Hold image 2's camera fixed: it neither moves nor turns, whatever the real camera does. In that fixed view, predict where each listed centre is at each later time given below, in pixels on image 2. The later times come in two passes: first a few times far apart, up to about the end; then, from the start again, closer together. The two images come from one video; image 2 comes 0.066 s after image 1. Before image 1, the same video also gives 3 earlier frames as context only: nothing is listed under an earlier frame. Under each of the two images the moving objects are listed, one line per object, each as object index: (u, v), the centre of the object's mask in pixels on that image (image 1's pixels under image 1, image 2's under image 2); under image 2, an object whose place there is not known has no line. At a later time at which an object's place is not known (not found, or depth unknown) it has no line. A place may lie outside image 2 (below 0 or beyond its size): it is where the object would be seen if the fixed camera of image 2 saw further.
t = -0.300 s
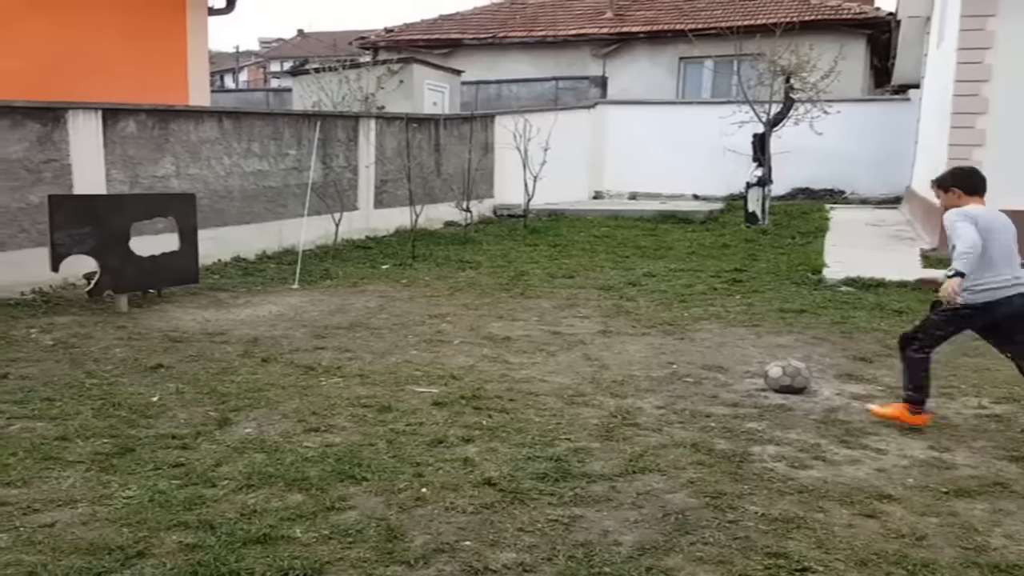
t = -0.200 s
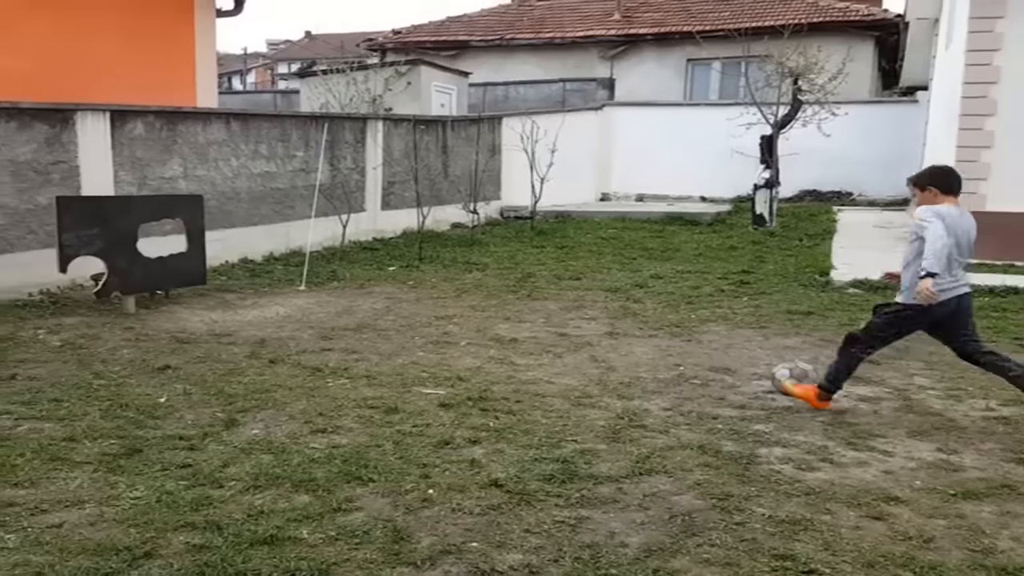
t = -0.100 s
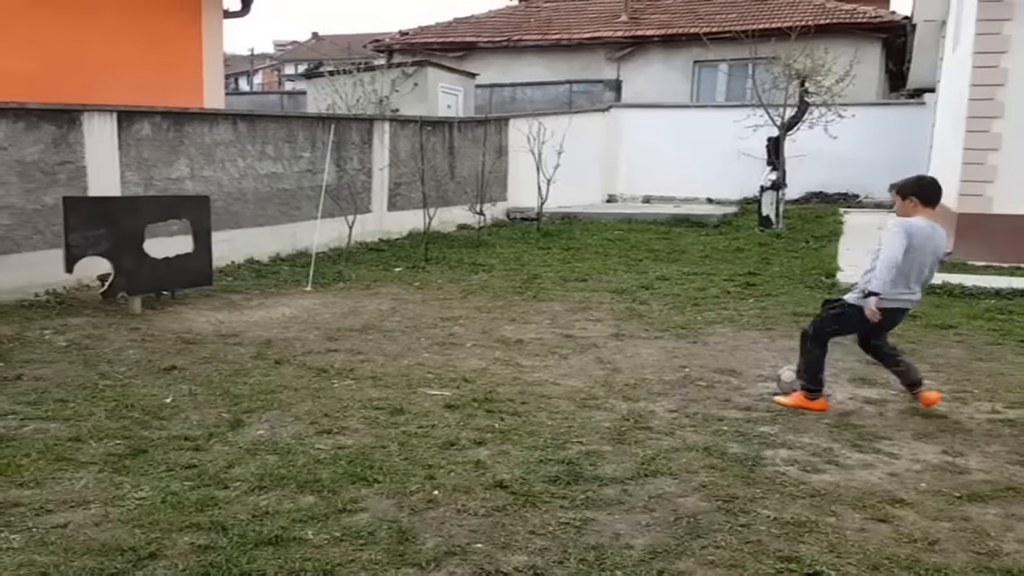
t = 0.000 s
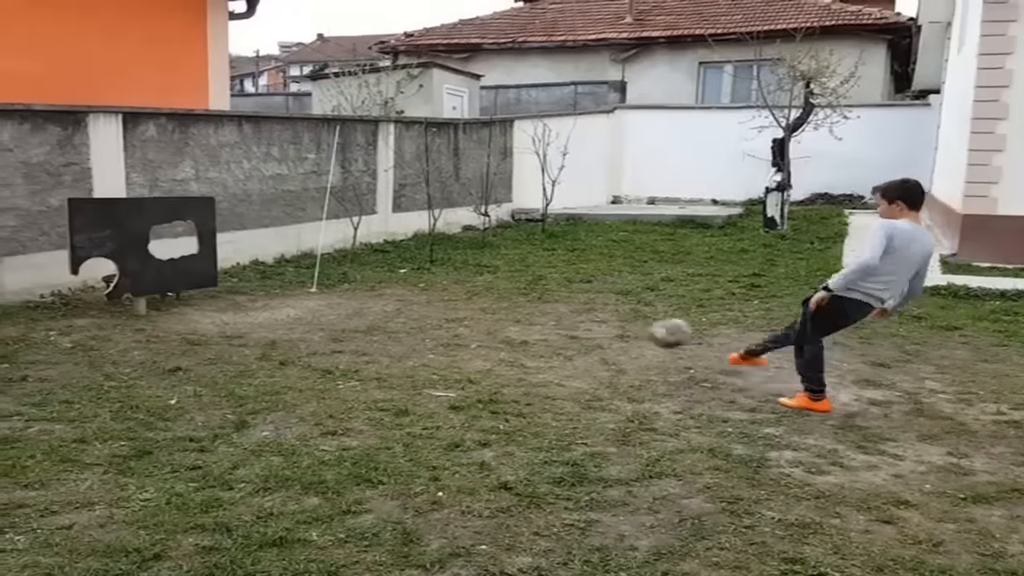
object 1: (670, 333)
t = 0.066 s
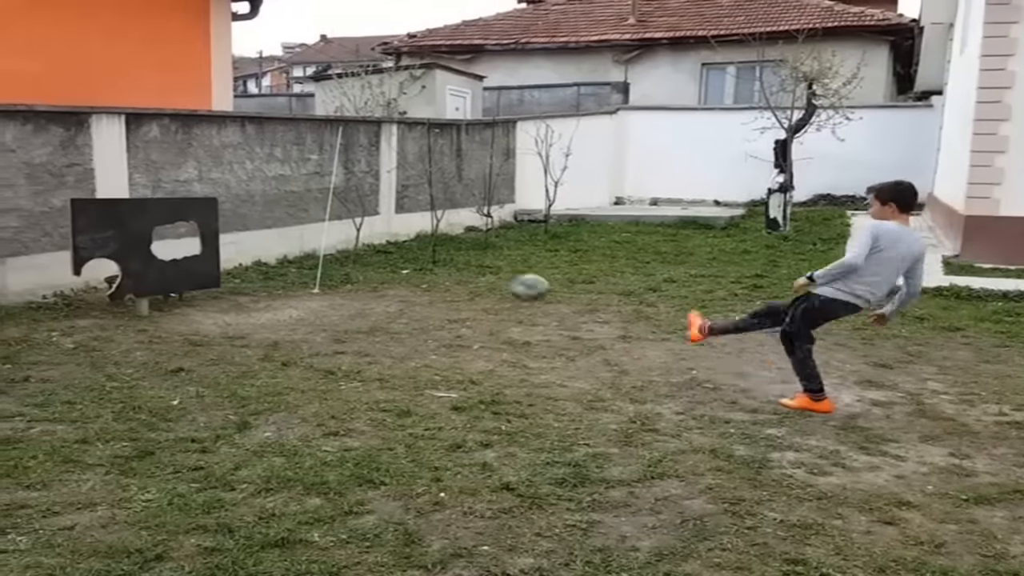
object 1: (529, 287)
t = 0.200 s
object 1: (311, 236)
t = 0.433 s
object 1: (311, 224)
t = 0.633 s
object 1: (442, 267)
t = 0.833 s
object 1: (534, 283)
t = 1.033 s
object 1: (585, 246)
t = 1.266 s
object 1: (638, 258)
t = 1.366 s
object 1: (663, 282)
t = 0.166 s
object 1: (356, 245)
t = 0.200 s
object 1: (311, 236)
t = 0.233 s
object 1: (266, 227)
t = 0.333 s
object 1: (247, 218)
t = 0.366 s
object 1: (267, 219)
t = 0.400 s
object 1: (288, 221)
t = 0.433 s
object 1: (311, 224)
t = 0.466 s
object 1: (333, 228)
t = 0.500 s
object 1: (354, 235)
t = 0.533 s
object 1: (376, 241)
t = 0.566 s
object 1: (396, 246)
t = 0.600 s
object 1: (420, 257)
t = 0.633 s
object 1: (442, 267)
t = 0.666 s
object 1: (464, 278)
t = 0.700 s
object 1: (487, 290)
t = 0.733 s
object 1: (510, 305)
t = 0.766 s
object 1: (522, 304)
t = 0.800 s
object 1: (530, 293)
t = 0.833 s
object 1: (534, 283)
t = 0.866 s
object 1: (544, 274)
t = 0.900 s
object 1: (553, 266)
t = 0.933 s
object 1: (562, 258)
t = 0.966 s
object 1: (569, 253)
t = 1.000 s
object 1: (576, 249)
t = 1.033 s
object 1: (585, 246)
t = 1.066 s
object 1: (592, 244)
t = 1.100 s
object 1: (600, 243)
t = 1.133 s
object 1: (607, 244)
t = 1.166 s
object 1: (615, 246)
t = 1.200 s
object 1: (624, 248)
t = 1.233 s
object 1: (632, 253)
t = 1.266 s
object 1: (638, 258)
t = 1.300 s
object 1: (647, 264)
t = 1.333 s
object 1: (655, 272)
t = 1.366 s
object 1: (663, 282)
